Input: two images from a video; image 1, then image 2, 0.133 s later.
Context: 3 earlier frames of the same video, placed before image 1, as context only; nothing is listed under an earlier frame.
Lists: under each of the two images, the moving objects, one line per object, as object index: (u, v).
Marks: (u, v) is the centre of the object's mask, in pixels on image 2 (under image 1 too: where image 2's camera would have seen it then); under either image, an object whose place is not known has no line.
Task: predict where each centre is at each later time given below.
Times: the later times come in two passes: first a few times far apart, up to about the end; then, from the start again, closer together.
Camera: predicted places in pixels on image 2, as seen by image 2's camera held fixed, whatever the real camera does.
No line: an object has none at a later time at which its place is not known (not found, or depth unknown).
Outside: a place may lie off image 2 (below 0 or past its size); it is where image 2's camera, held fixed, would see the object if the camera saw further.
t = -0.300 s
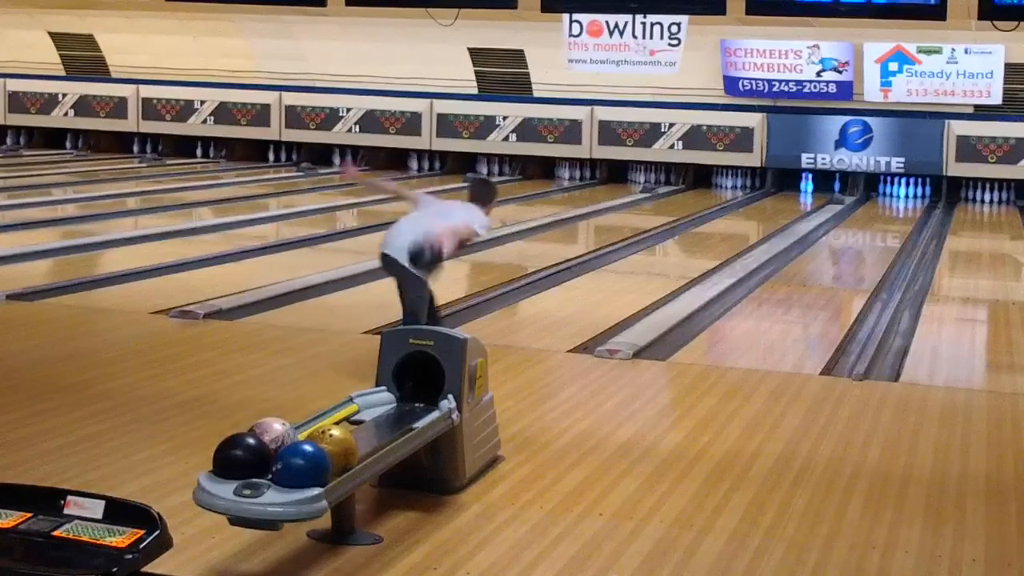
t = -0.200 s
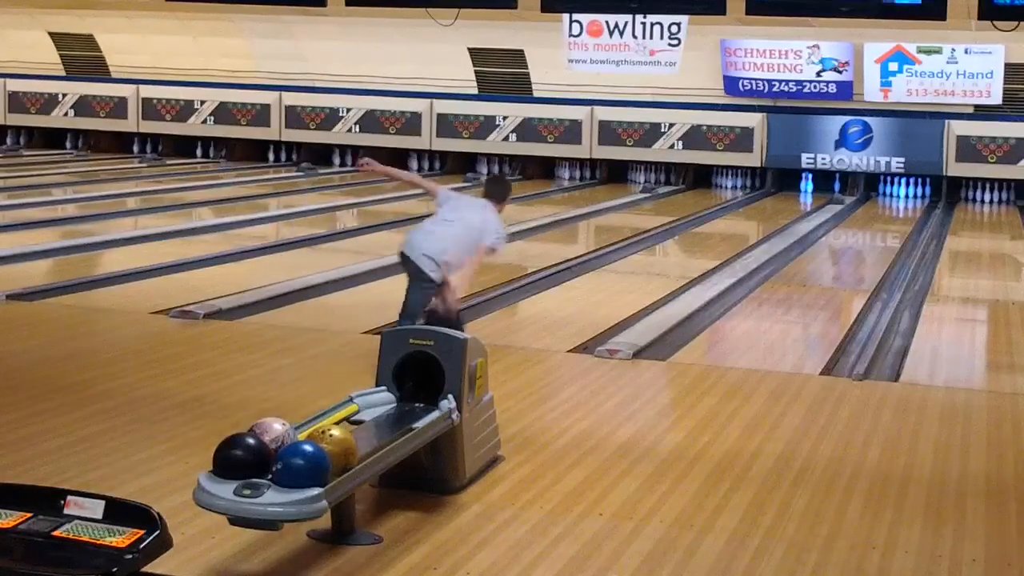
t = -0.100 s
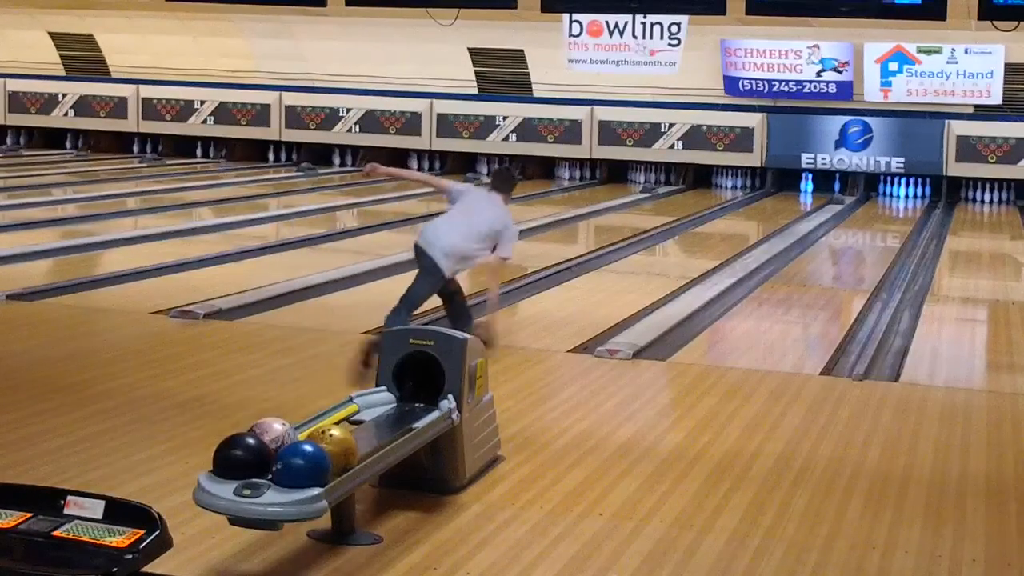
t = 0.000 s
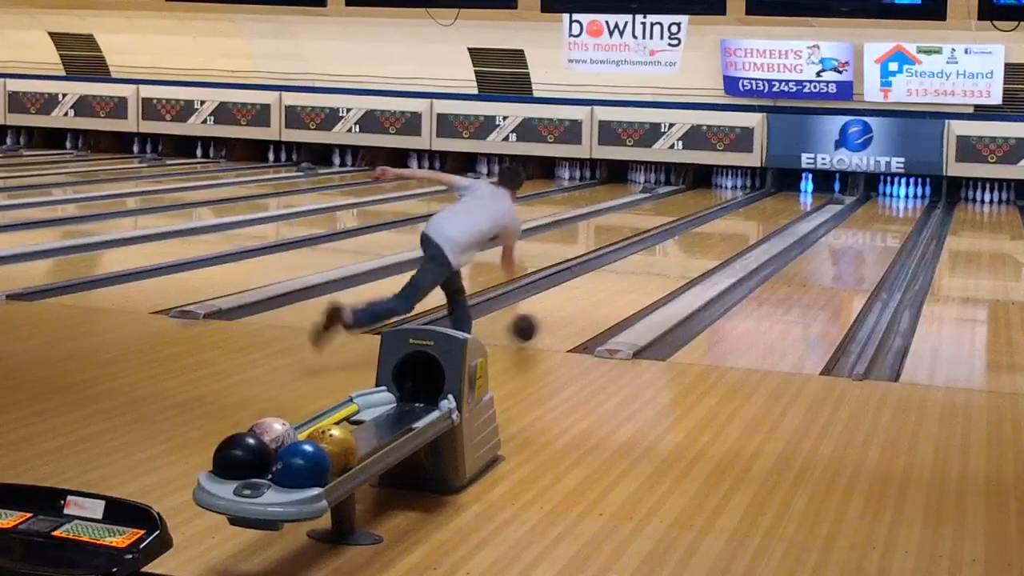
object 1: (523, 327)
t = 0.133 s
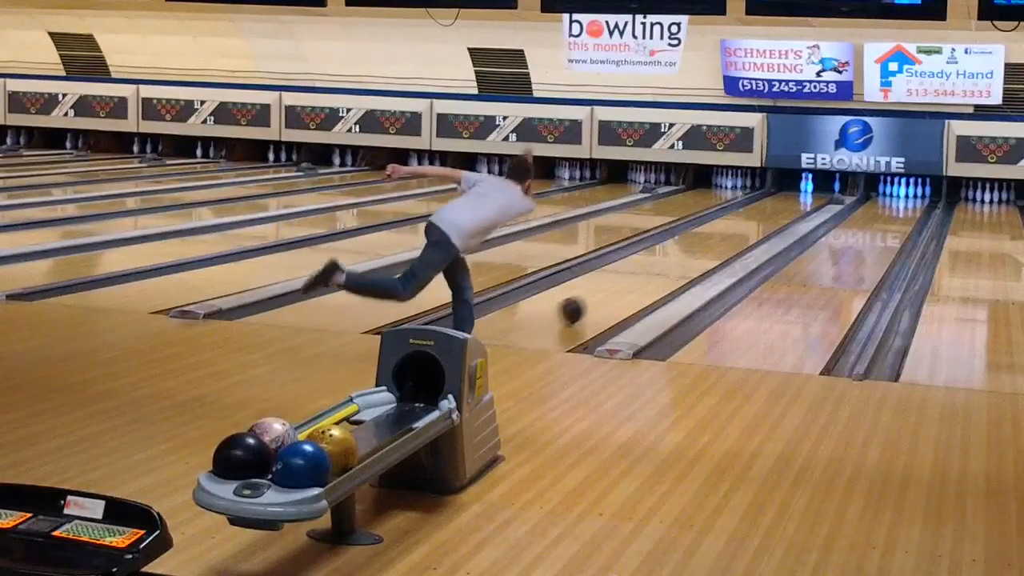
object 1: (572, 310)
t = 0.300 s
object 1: (620, 289)
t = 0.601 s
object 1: (684, 260)
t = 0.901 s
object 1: (730, 240)
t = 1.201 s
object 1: (763, 224)
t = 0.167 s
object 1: (582, 305)
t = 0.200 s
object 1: (592, 301)
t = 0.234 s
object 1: (602, 296)
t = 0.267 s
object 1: (611, 293)
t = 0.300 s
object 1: (620, 289)
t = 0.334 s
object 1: (628, 285)
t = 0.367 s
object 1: (636, 282)
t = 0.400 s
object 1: (644, 278)
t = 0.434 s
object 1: (651, 275)
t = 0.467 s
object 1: (658, 272)
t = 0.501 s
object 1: (665, 269)
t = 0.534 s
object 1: (672, 266)
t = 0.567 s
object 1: (678, 263)
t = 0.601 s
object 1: (684, 260)
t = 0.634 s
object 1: (690, 258)
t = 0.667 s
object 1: (695, 255)
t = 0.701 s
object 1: (701, 253)
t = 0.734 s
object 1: (707, 251)
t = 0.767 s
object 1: (711, 249)
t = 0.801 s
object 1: (716, 246)
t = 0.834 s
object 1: (721, 244)
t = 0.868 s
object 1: (725, 242)
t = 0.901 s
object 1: (730, 240)
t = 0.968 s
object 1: (738, 236)
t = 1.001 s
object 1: (742, 234)
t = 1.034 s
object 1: (745, 232)
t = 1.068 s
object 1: (750, 230)
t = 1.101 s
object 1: (753, 228)
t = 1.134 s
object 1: (756, 227)
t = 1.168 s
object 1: (760, 225)
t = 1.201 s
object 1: (763, 224)
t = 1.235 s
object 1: (766, 222)
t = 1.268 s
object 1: (769, 221)
